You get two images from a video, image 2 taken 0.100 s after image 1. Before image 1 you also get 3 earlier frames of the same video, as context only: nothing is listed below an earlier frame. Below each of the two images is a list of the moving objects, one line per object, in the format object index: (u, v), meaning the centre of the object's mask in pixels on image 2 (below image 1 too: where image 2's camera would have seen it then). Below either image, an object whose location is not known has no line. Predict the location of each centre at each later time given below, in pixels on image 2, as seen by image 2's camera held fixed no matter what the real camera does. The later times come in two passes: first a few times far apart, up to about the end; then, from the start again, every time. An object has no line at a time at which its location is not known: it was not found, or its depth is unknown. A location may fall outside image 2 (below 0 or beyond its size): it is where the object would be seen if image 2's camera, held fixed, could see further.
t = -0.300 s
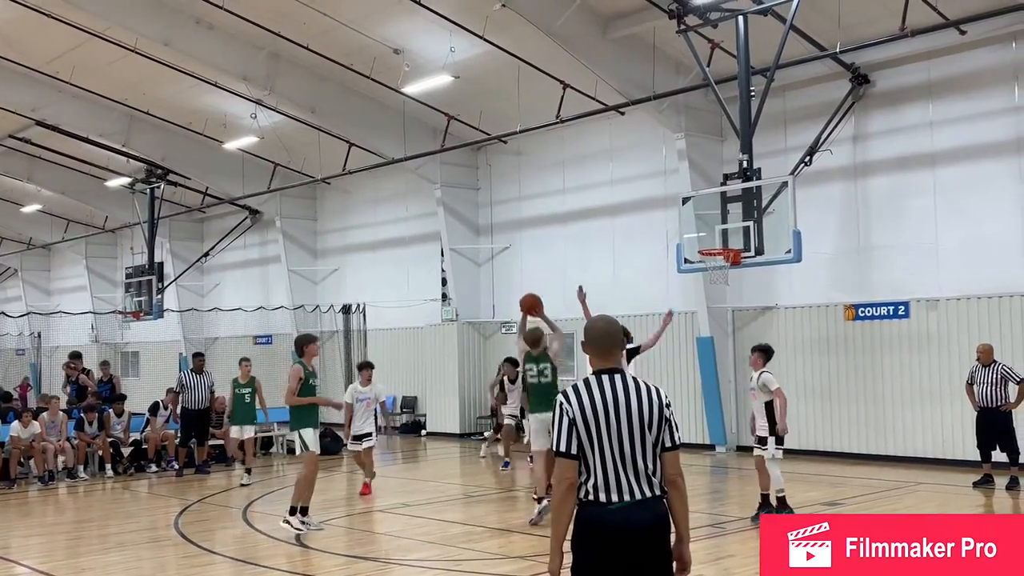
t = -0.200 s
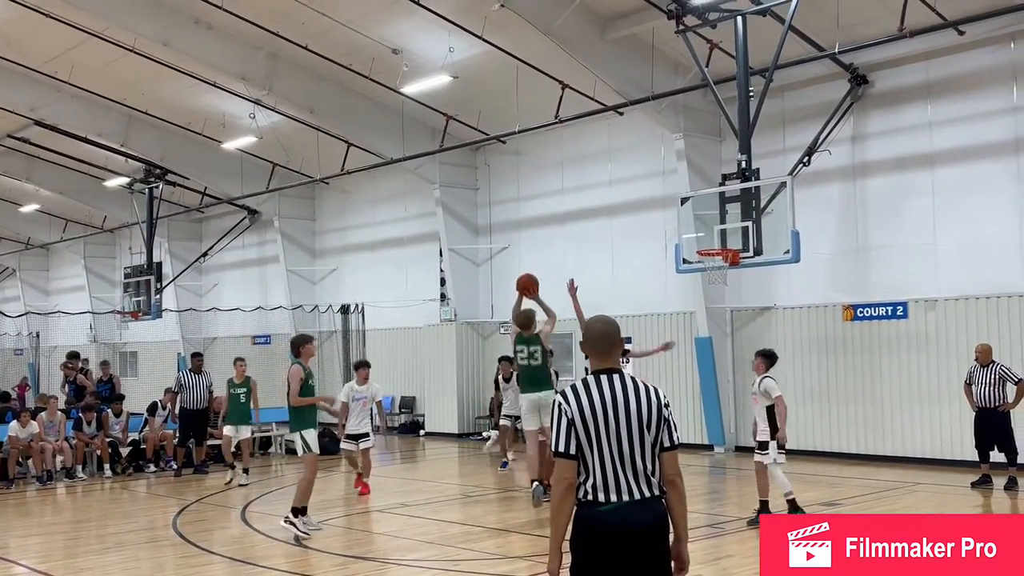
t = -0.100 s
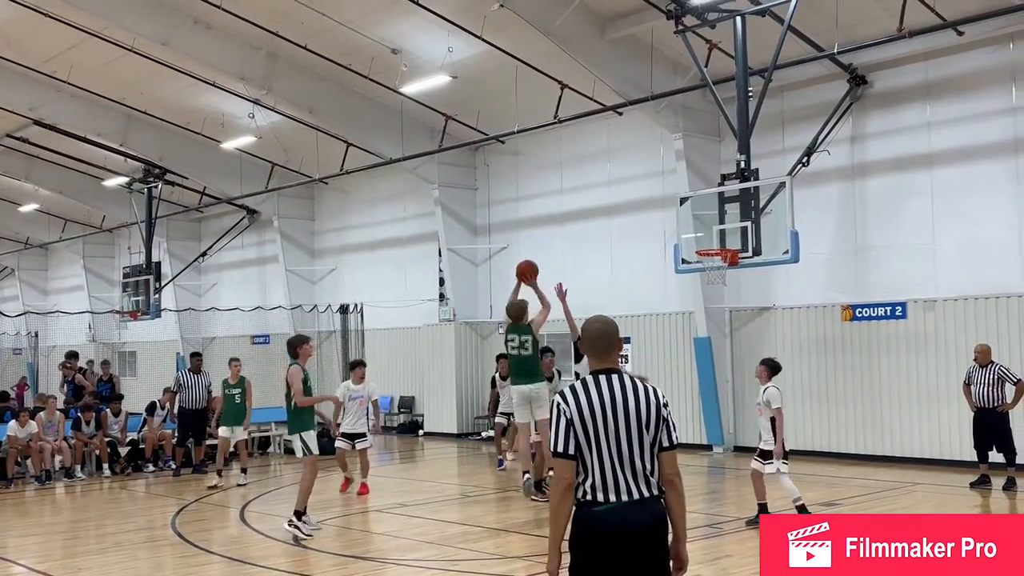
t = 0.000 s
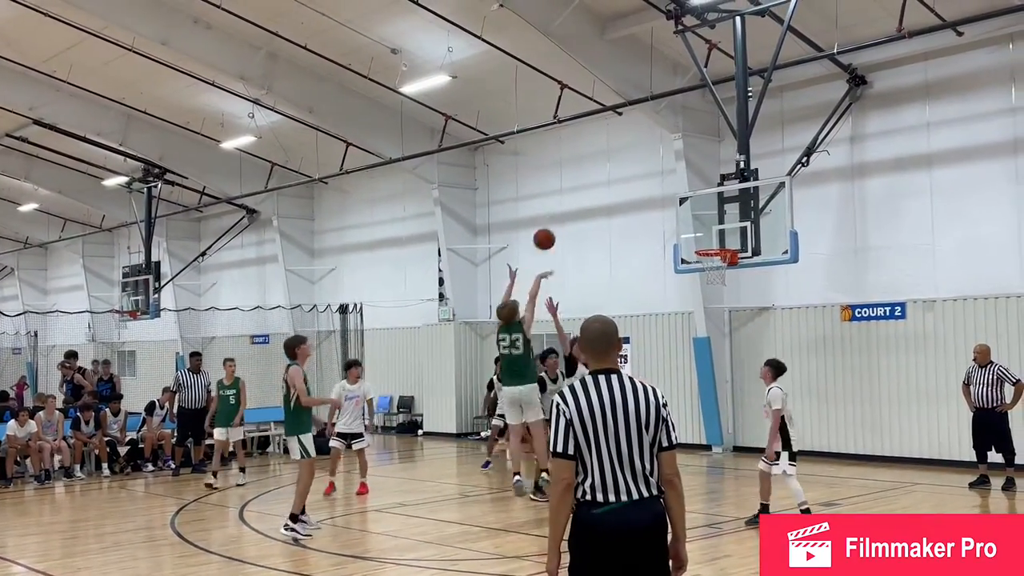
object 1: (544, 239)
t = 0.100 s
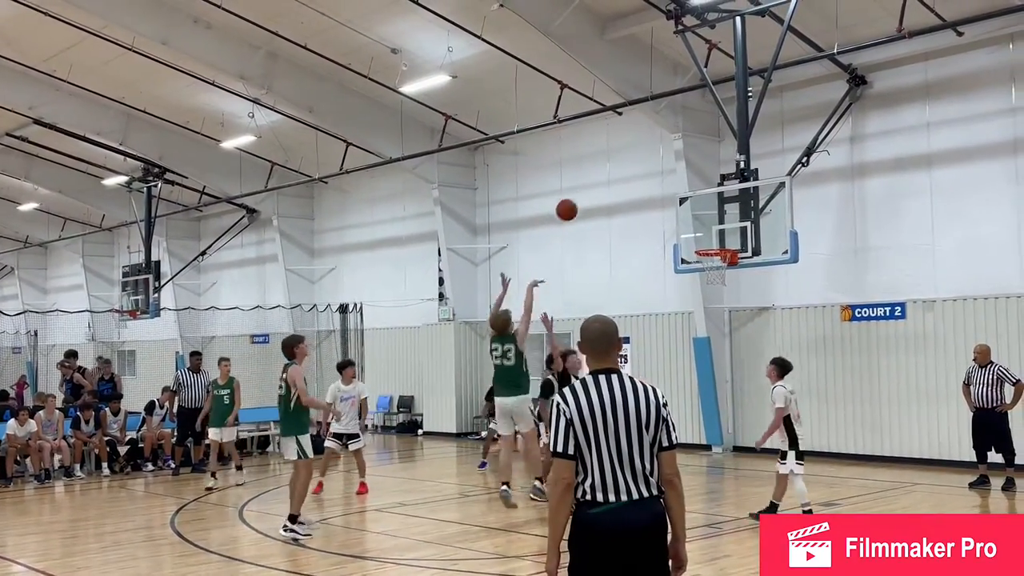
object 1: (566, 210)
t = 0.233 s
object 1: (595, 186)
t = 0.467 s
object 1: (641, 183)
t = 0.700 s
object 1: (684, 222)
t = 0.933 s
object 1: (676, 263)
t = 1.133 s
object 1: (637, 312)
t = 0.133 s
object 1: (574, 202)
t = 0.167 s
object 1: (581, 196)
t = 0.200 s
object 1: (588, 190)
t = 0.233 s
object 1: (595, 186)
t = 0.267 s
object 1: (602, 183)
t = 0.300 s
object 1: (609, 181)
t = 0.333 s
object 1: (615, 180)
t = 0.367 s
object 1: (622, 179)
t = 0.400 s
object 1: (628, 180)
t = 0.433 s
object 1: (635, 181)
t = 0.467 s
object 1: (641, 183)
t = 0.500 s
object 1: (648, 187)
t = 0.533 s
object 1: (654, 191)
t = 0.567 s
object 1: (660, 195)
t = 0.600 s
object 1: (666, 201)
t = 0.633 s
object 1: (672, 207)
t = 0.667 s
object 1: (678, 214)
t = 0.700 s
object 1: (684, 222)
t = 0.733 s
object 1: (690, 230)
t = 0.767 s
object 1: (696, 240)
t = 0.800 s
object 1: (700, 248)
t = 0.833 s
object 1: (694, 251)
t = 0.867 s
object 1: (688, 253)
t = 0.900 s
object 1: (682, 258)
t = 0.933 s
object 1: (676, 263)
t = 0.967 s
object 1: (669, 268)
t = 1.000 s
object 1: (663, 275)
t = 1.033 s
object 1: (658, 283)
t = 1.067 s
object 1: (651, 292)
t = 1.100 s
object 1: (644, 301)
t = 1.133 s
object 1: (637, 312)
